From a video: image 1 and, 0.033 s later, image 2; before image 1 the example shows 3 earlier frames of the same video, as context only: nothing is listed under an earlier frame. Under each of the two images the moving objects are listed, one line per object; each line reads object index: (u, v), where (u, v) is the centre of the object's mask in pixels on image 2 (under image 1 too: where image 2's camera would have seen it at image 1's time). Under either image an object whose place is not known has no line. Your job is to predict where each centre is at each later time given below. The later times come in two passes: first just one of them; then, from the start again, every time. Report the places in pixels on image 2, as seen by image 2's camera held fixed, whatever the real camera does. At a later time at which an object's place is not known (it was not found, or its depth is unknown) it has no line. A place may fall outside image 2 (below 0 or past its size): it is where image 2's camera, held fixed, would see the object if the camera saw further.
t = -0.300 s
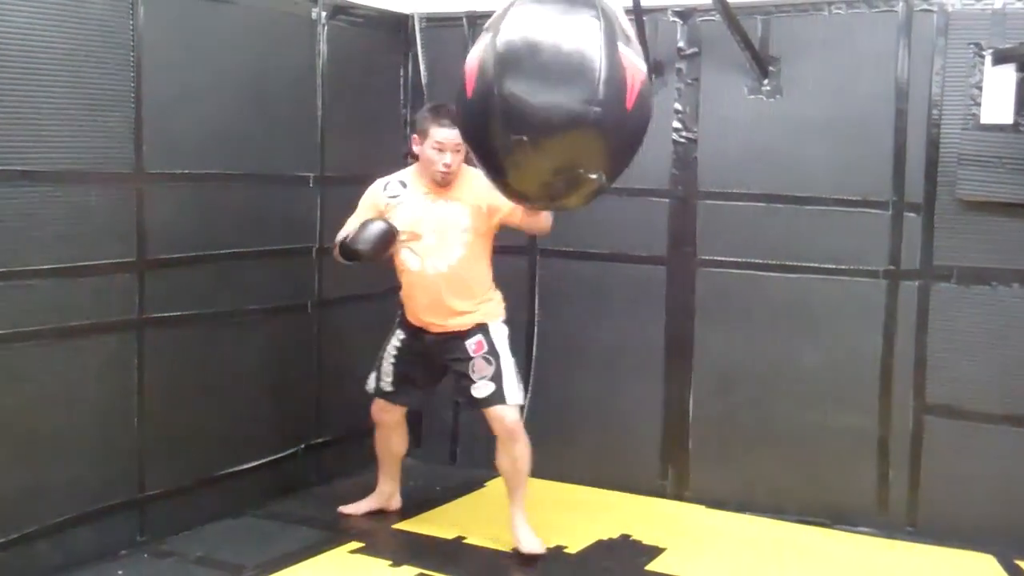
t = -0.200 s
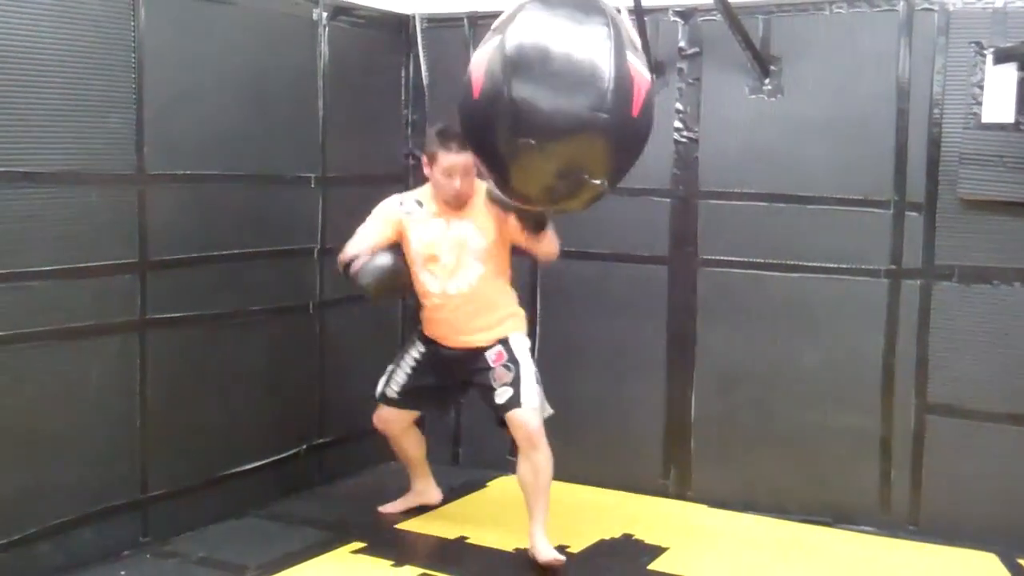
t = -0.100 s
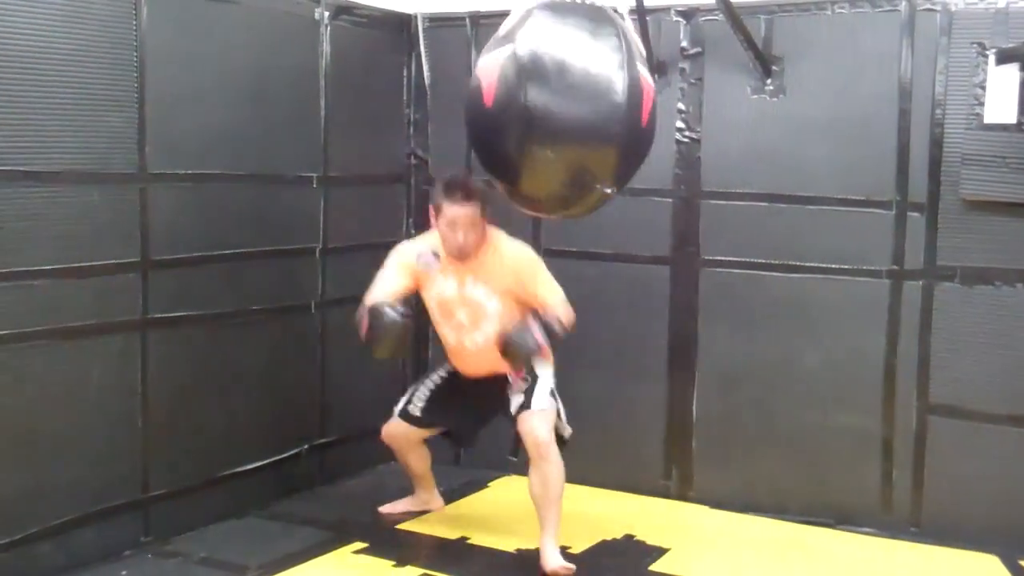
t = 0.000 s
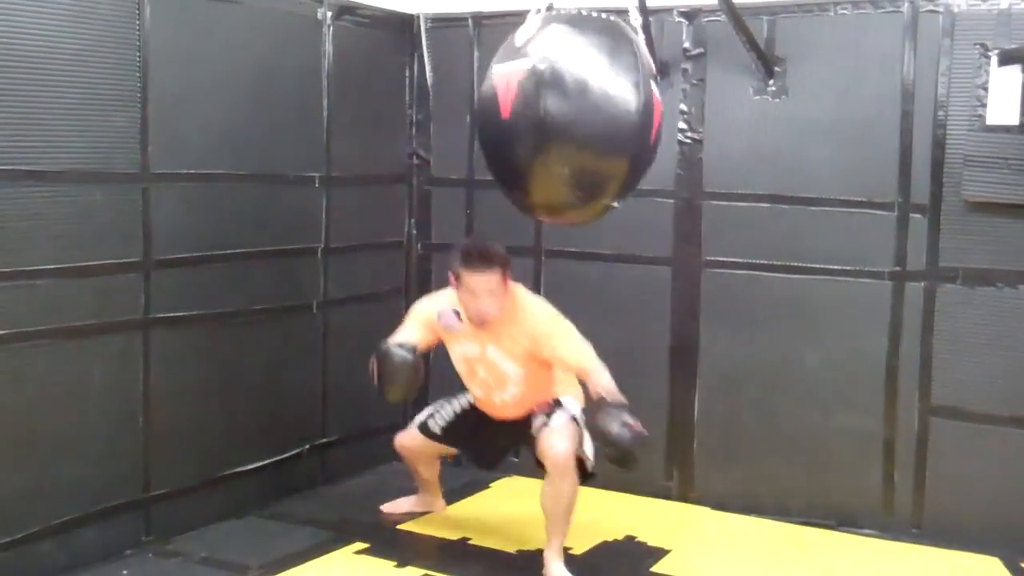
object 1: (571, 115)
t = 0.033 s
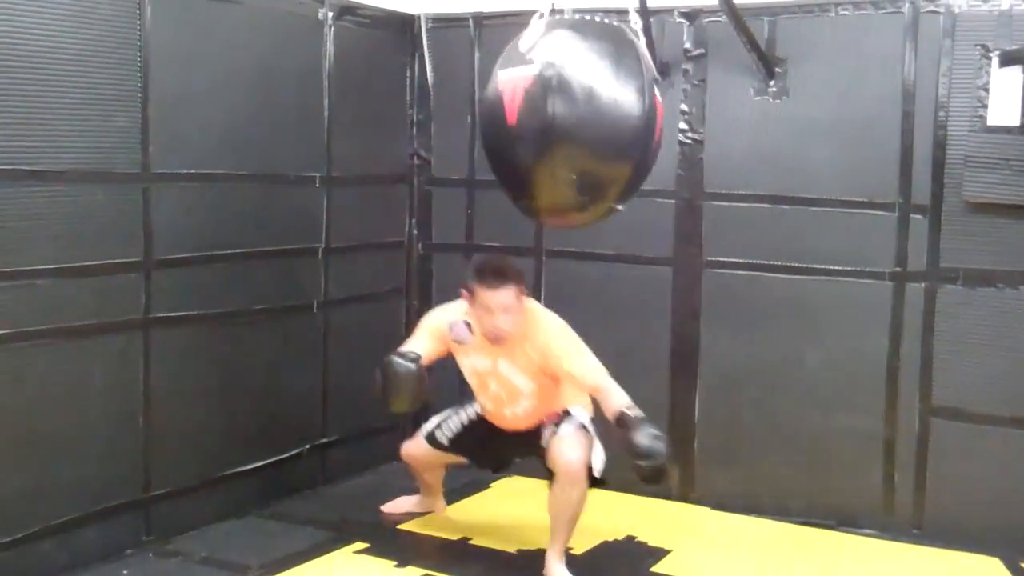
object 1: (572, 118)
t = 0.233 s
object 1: (586, 115)
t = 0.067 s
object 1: (574, 121)
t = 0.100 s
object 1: (576, 123)
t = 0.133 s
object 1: (578, 112)
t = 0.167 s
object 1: (581, 113)
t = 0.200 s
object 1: (584, 116)
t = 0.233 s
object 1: (586, 115)
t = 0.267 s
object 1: (587, 115)
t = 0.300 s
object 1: (588, 127)
